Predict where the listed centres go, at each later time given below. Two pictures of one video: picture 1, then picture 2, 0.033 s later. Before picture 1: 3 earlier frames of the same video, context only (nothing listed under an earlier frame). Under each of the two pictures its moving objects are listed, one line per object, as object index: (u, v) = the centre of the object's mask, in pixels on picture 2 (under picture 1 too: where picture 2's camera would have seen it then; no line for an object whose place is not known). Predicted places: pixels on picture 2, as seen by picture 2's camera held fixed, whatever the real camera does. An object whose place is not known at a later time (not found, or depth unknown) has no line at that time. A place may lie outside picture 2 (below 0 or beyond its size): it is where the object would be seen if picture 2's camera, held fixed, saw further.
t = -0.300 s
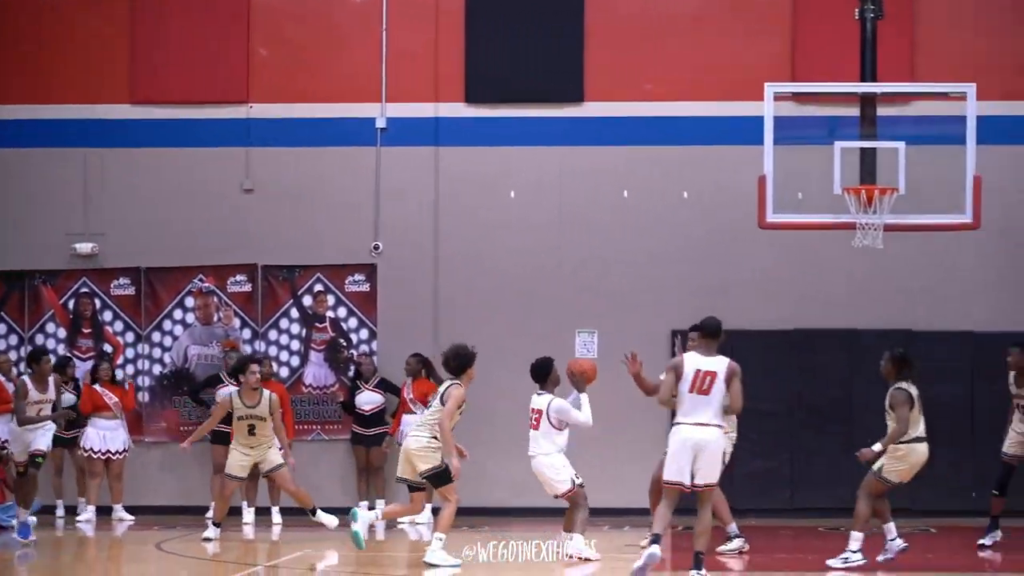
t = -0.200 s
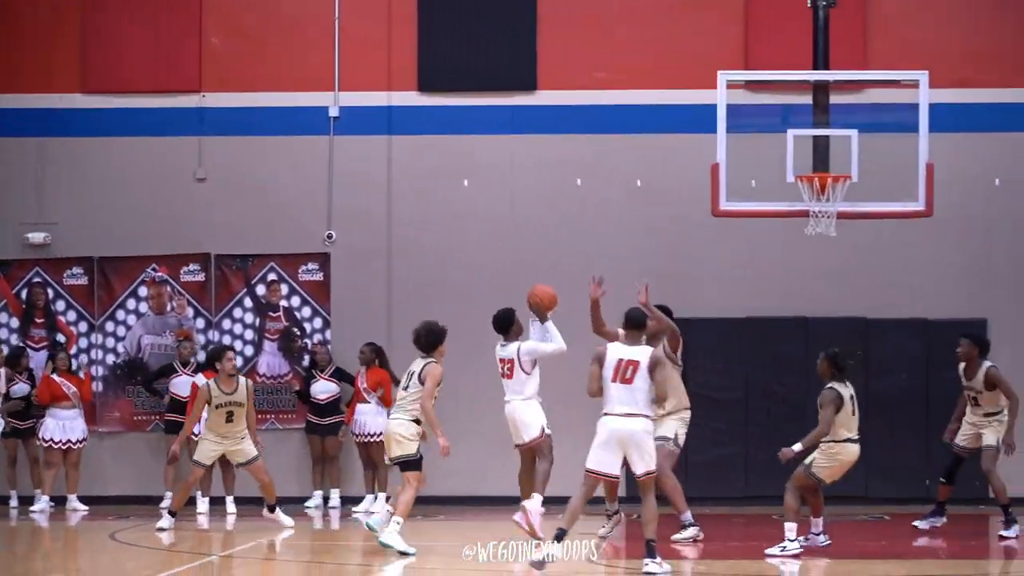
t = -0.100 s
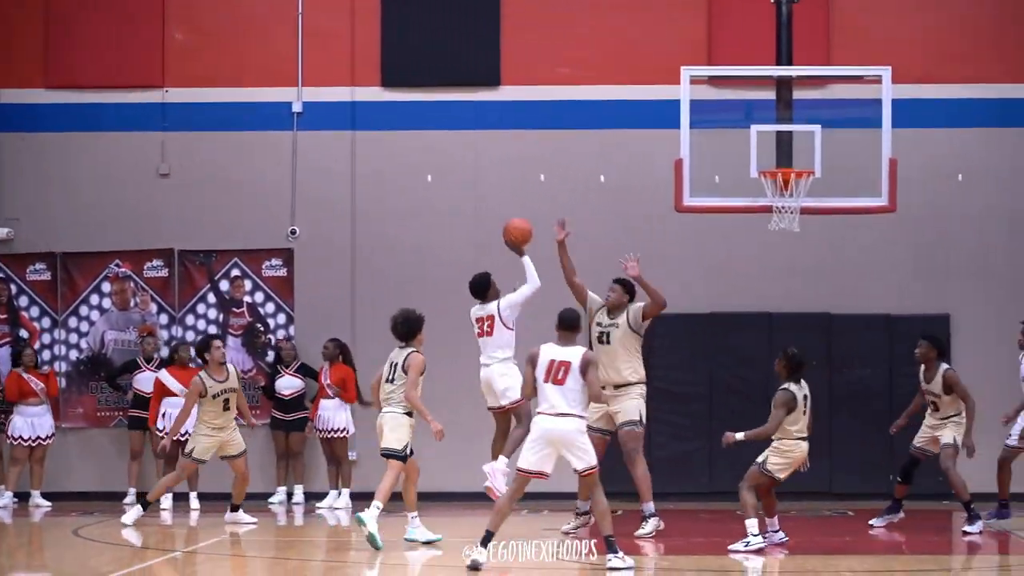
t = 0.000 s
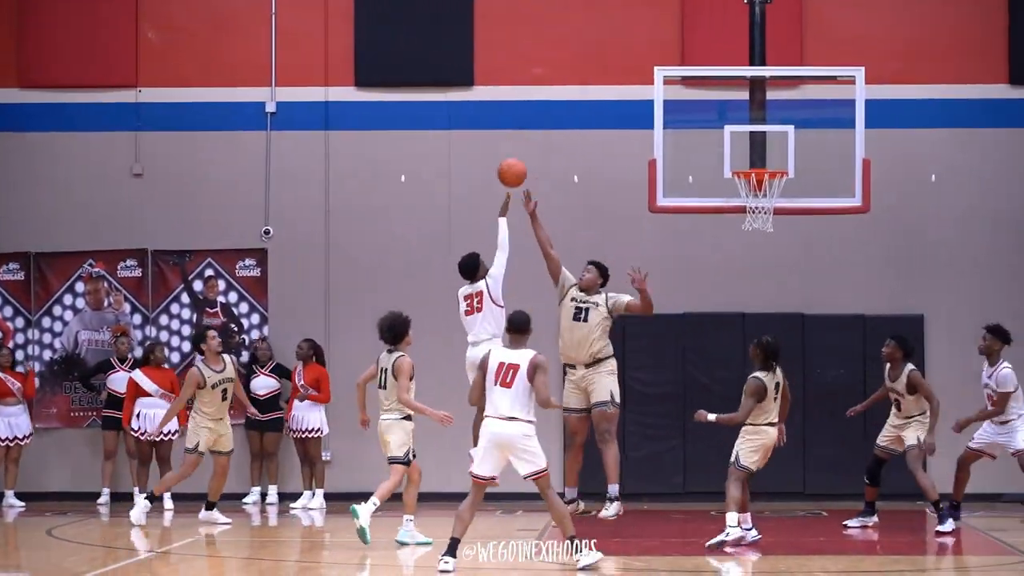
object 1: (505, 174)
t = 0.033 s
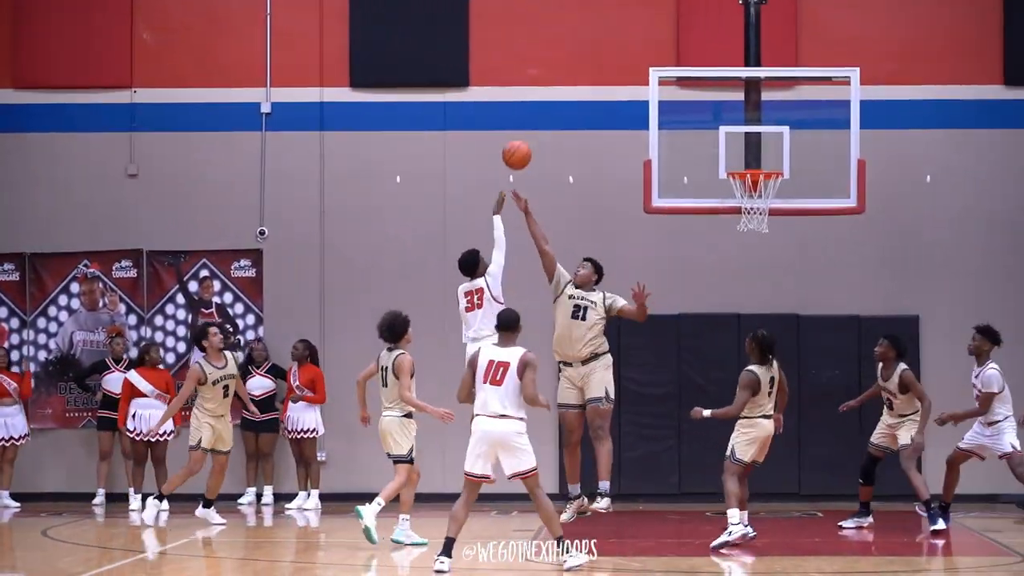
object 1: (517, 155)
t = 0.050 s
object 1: (522, 147)
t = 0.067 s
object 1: (527, 138)
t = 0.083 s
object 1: (533, 130)
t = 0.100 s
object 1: (538, 123)
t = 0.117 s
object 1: (543, 115)
